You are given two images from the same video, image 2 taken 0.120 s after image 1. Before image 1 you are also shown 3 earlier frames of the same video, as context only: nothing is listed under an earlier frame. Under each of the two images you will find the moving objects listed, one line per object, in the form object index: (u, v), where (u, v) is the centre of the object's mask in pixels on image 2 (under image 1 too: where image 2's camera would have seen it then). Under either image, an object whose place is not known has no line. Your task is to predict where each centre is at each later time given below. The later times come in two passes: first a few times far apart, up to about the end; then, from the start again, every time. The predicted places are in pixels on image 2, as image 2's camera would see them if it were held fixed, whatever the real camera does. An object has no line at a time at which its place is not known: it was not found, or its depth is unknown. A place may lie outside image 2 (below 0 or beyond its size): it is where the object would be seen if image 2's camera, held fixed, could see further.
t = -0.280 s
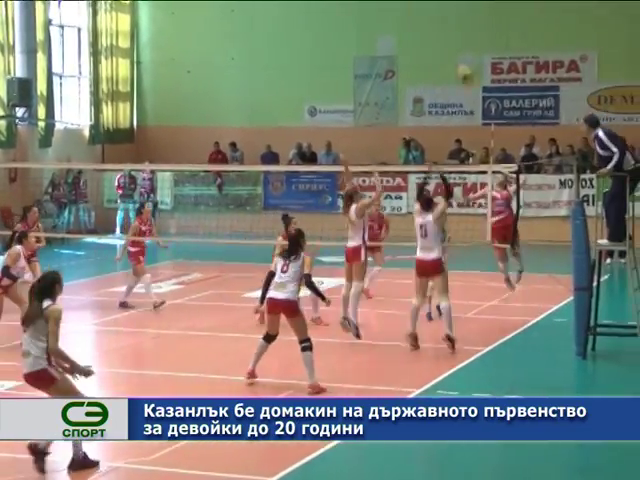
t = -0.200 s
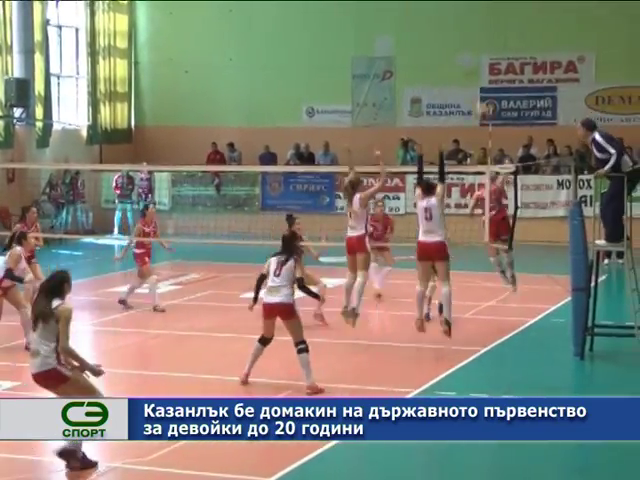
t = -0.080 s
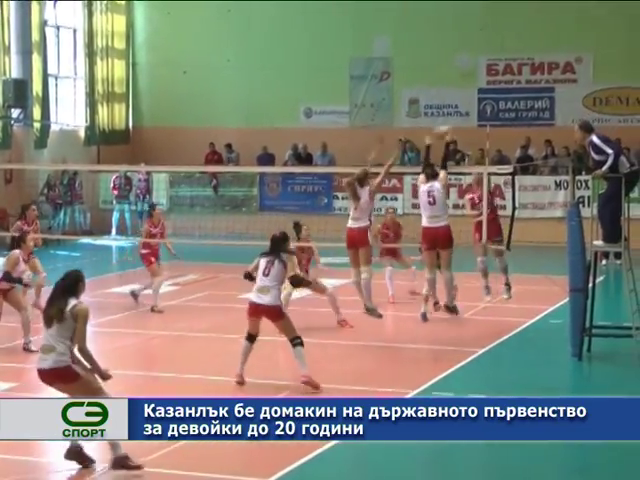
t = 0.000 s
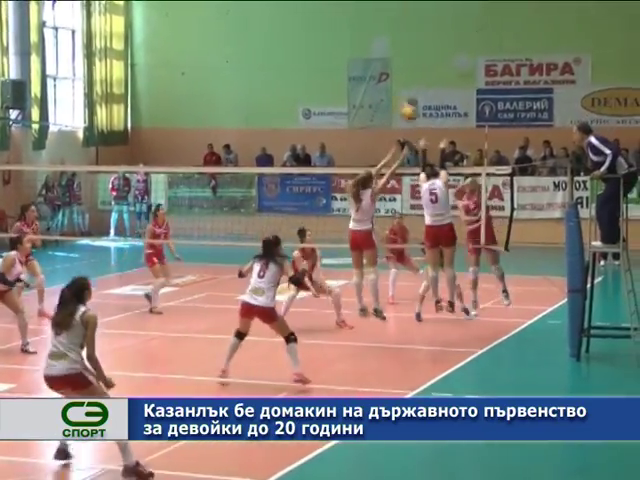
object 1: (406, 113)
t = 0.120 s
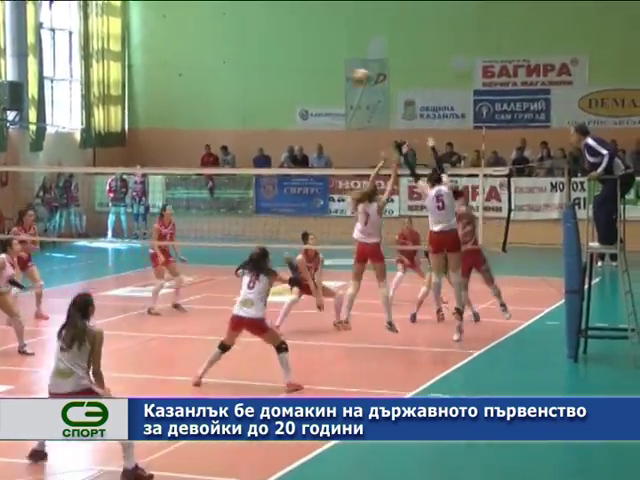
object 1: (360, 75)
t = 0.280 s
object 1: (300, 46)
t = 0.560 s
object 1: (184, 49)
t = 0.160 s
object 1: (345, 66)
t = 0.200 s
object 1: (331, 59)
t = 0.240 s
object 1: (316, 53)
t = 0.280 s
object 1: (300, 46)
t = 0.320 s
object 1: (284, 42)
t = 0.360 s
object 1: (268, 39)
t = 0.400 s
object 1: (252, 39)
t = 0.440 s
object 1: (235, 39)
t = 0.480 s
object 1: (218, 41)
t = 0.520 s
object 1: (202, 44)
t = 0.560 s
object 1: (184, 49)
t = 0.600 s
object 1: (167, 56)
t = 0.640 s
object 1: (149, 65)
